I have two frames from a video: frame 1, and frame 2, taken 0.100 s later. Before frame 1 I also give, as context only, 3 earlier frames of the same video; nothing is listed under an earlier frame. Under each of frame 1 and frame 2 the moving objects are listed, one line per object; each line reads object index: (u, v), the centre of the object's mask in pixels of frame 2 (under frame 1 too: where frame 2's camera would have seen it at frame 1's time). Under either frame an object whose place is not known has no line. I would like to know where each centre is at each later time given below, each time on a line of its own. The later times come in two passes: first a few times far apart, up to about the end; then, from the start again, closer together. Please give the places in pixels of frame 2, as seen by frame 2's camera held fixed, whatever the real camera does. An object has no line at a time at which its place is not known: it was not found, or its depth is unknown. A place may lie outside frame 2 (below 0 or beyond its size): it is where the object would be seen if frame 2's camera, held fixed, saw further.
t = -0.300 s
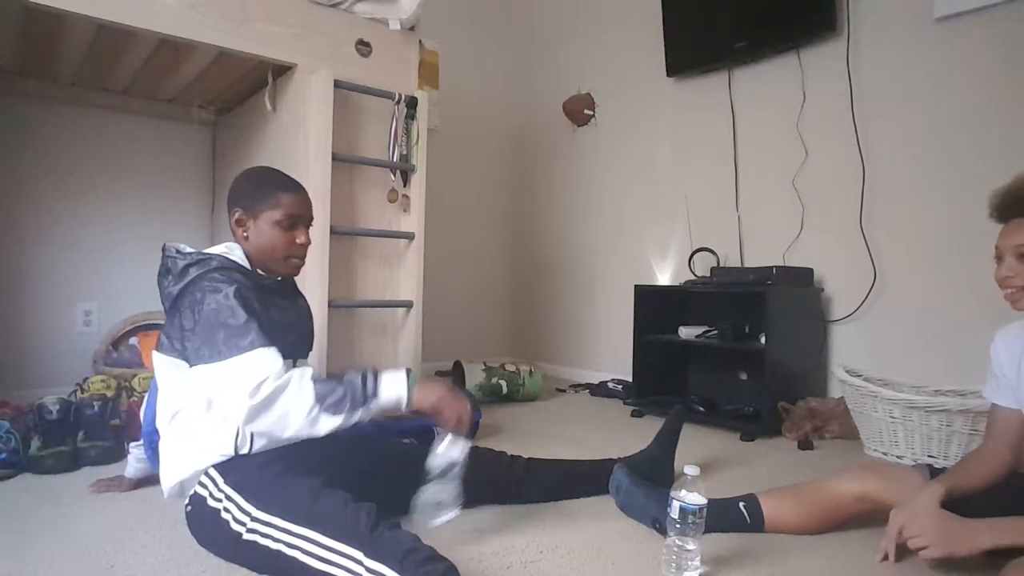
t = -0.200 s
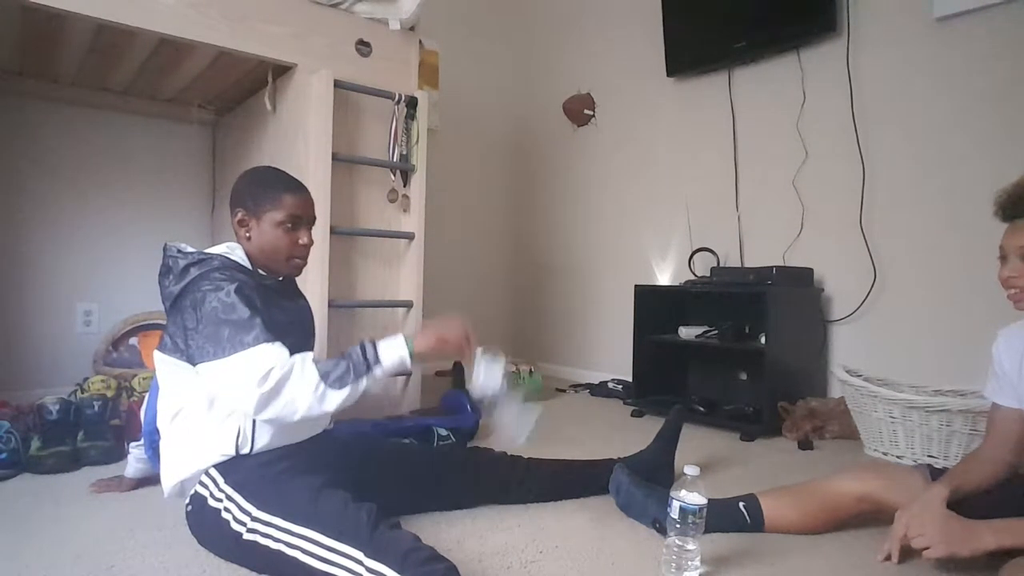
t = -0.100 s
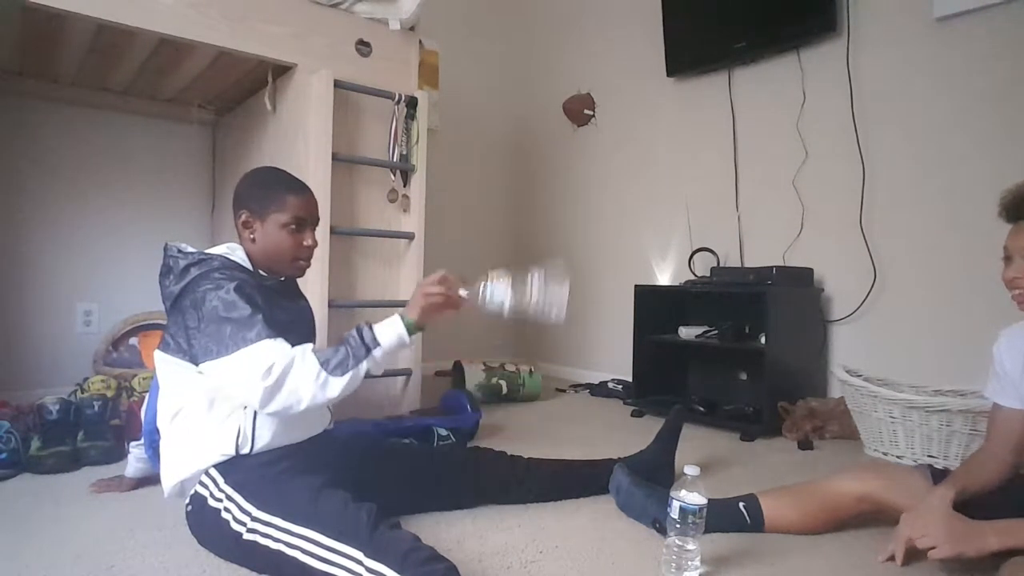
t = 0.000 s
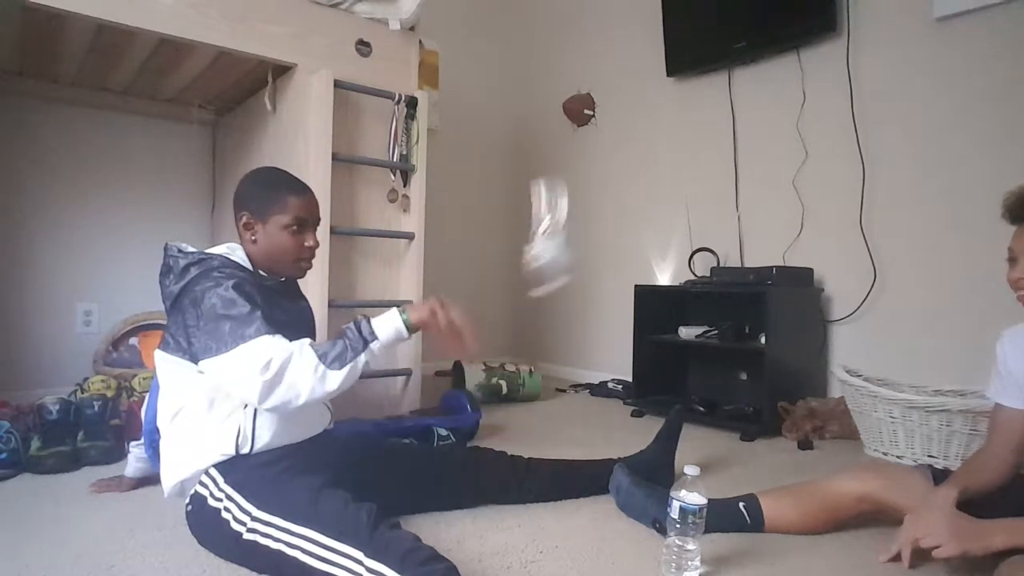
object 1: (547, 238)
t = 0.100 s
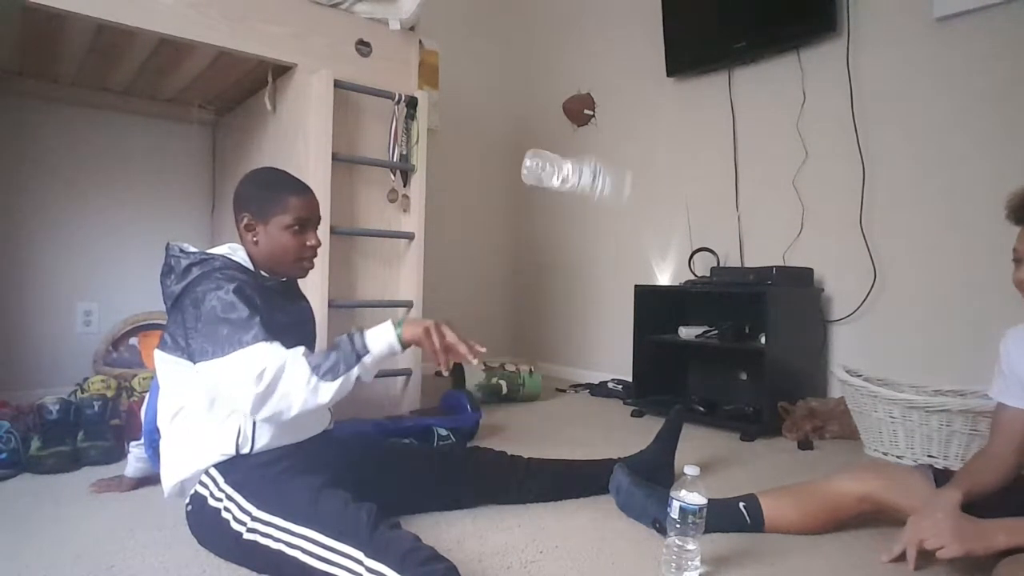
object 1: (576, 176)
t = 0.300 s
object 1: (555, 245)
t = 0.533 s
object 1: (516, 524)
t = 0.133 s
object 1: (573, 166)
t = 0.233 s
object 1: (561, 191)
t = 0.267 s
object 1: (558, 214)
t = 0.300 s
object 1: (555, 245)
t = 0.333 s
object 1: (554, 282)
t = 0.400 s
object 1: (550, 377)
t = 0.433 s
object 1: (546, 432)
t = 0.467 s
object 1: (544, 490)
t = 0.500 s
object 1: (529, 518)
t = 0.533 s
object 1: (516, 524)
